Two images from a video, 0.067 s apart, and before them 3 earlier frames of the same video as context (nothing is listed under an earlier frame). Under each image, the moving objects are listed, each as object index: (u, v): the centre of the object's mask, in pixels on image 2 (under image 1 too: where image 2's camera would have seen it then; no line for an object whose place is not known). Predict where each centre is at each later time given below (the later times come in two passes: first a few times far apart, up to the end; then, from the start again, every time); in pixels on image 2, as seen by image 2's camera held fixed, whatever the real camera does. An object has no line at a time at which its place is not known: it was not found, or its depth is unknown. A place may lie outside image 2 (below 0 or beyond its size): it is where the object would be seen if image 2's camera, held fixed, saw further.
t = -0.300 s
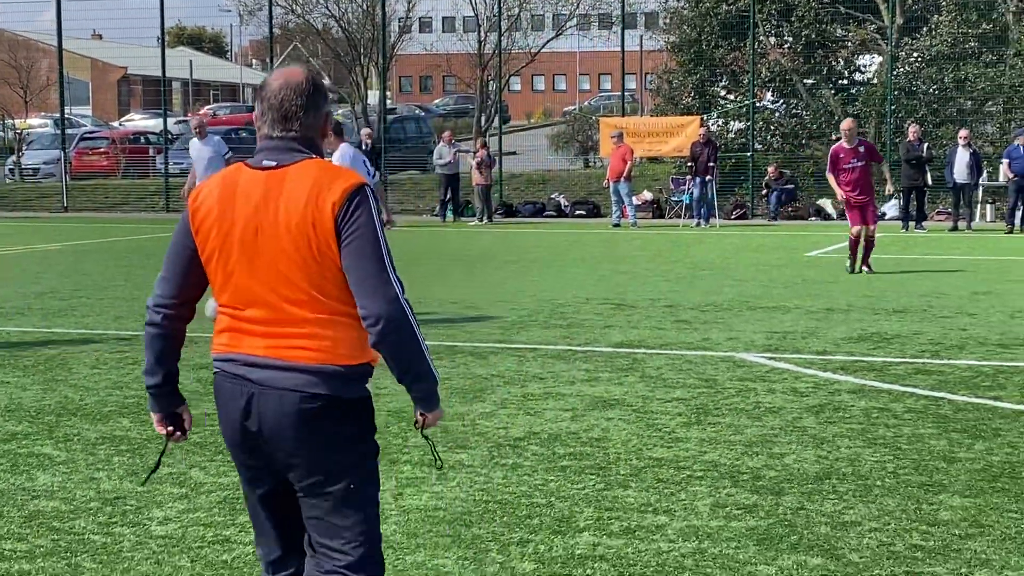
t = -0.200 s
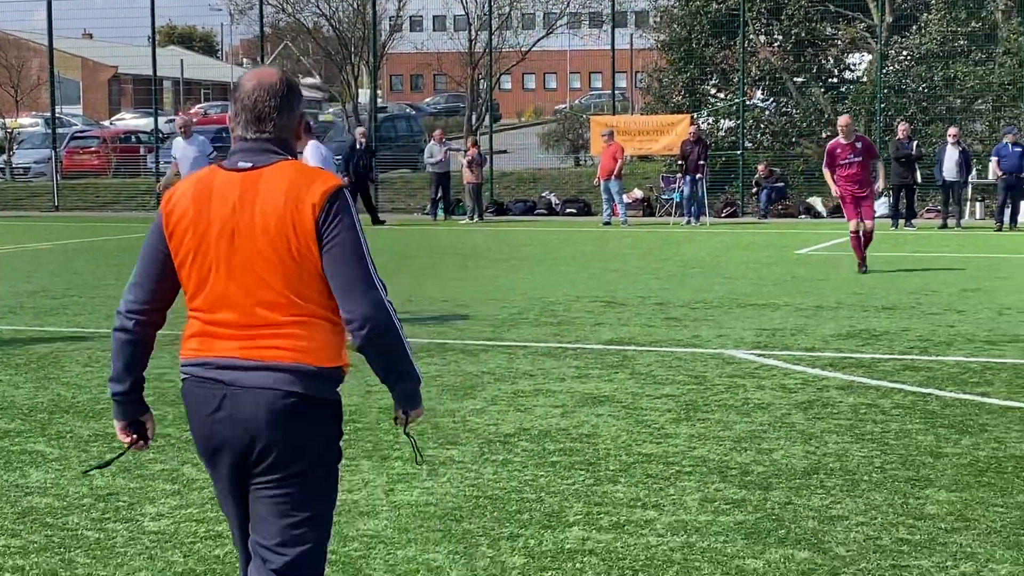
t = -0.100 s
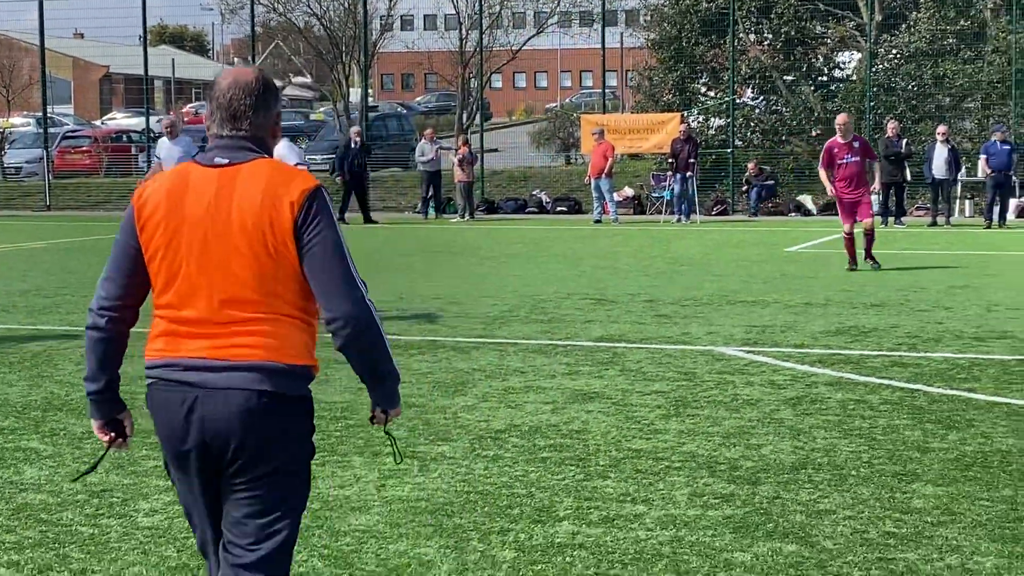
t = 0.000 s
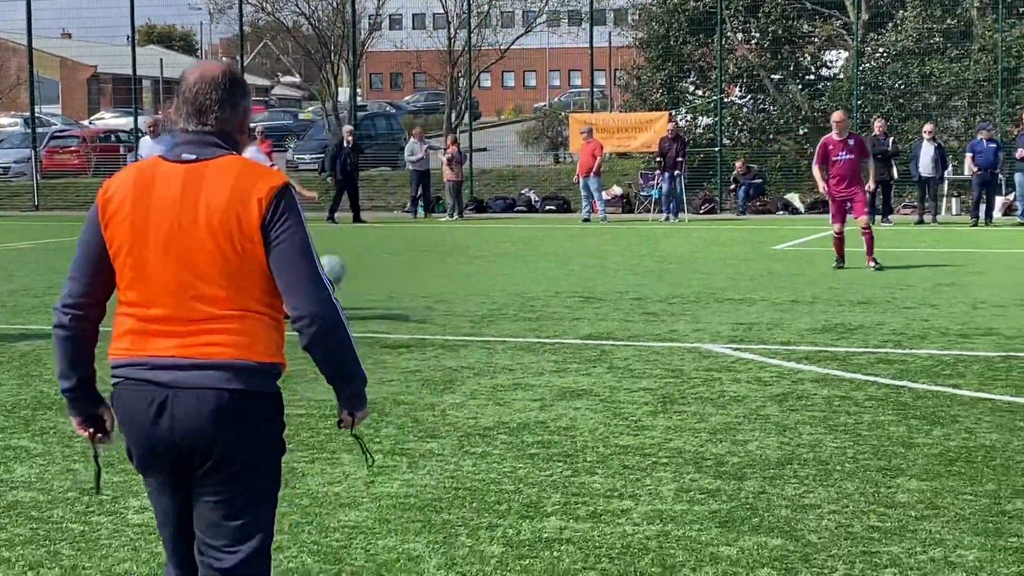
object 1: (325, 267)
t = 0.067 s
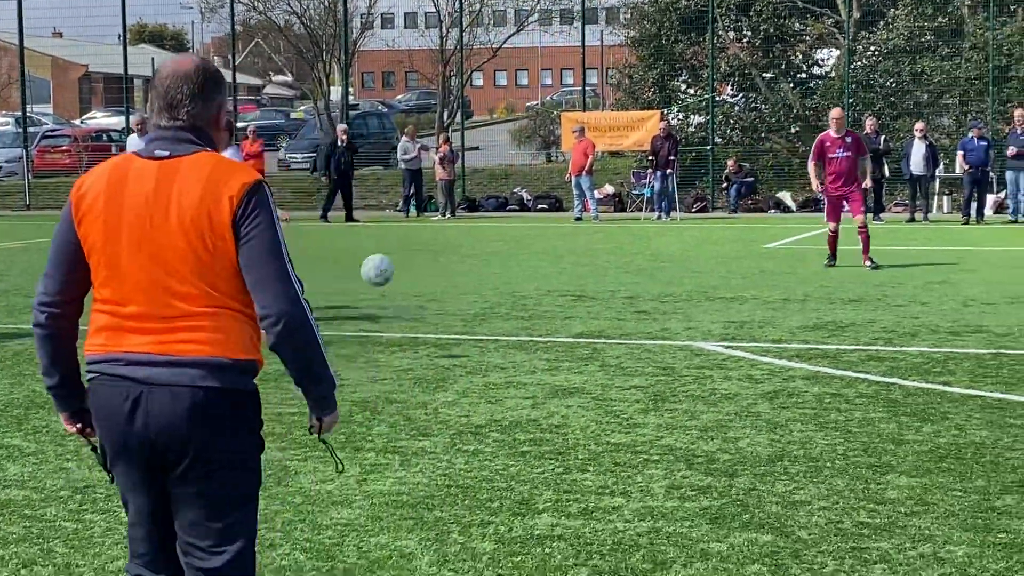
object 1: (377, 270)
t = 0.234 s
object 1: (544, 304)
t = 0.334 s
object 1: (676, 352)
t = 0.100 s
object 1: (407, 273)
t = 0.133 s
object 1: (438, 278)
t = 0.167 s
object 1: (472, 284)
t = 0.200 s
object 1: (507, 293)
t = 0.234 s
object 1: (544, 304)
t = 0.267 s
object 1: (586, 317)
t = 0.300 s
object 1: (629, 333)
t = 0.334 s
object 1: (676, 352)
